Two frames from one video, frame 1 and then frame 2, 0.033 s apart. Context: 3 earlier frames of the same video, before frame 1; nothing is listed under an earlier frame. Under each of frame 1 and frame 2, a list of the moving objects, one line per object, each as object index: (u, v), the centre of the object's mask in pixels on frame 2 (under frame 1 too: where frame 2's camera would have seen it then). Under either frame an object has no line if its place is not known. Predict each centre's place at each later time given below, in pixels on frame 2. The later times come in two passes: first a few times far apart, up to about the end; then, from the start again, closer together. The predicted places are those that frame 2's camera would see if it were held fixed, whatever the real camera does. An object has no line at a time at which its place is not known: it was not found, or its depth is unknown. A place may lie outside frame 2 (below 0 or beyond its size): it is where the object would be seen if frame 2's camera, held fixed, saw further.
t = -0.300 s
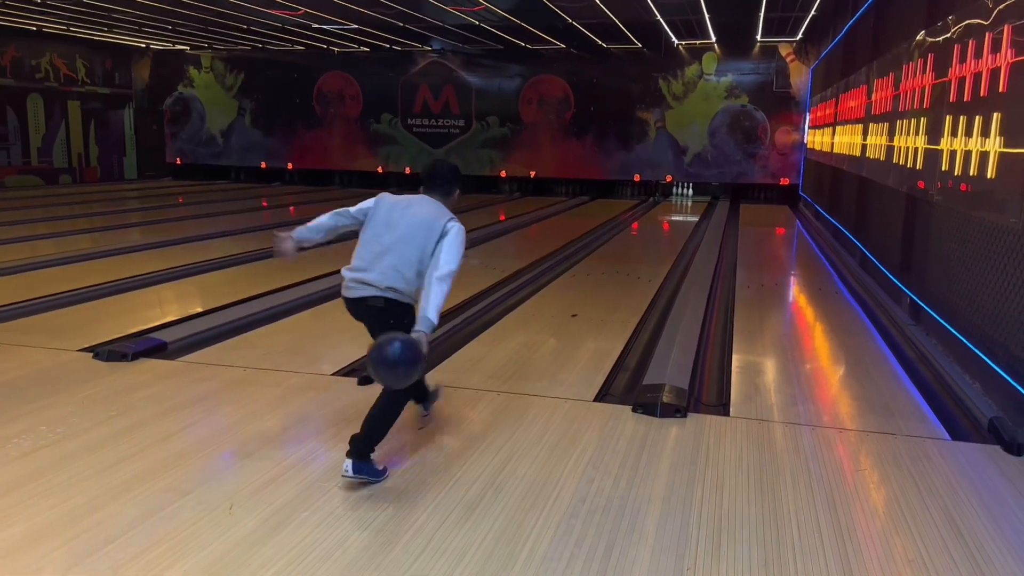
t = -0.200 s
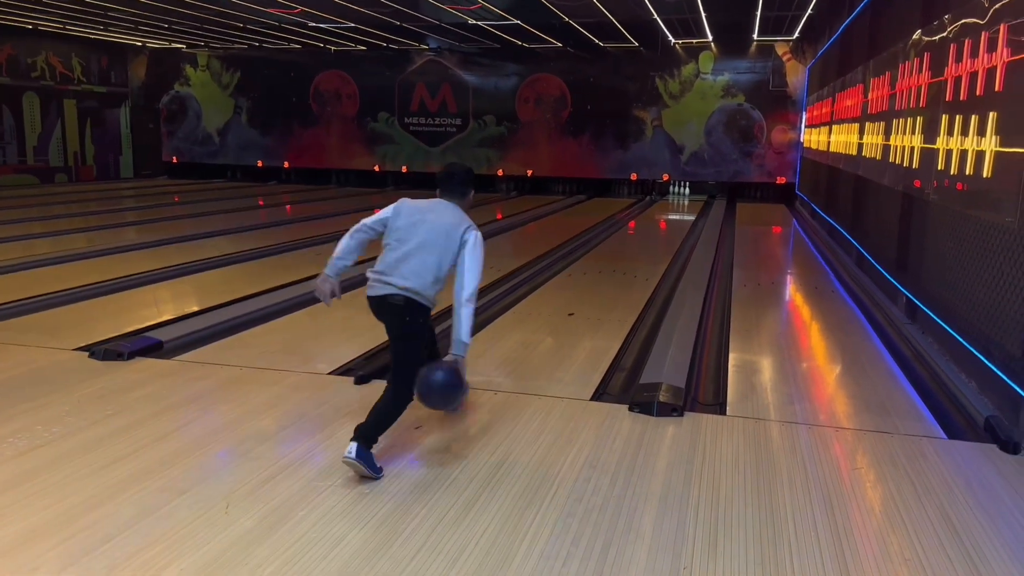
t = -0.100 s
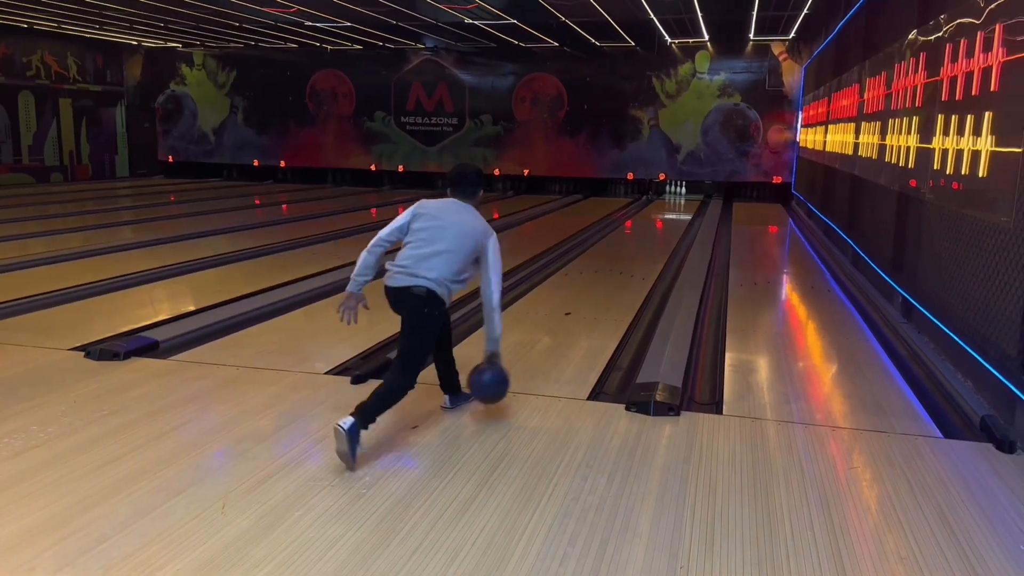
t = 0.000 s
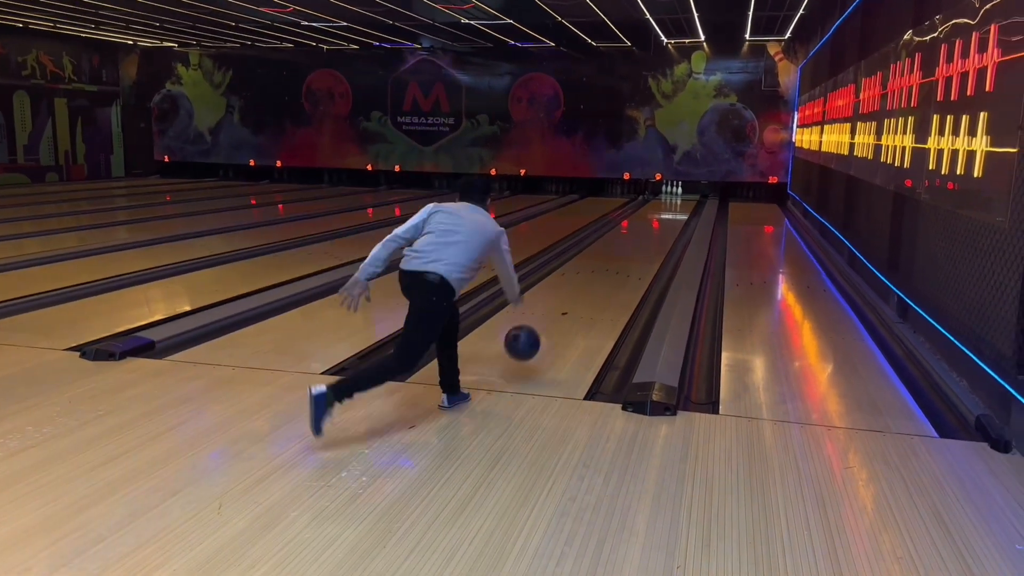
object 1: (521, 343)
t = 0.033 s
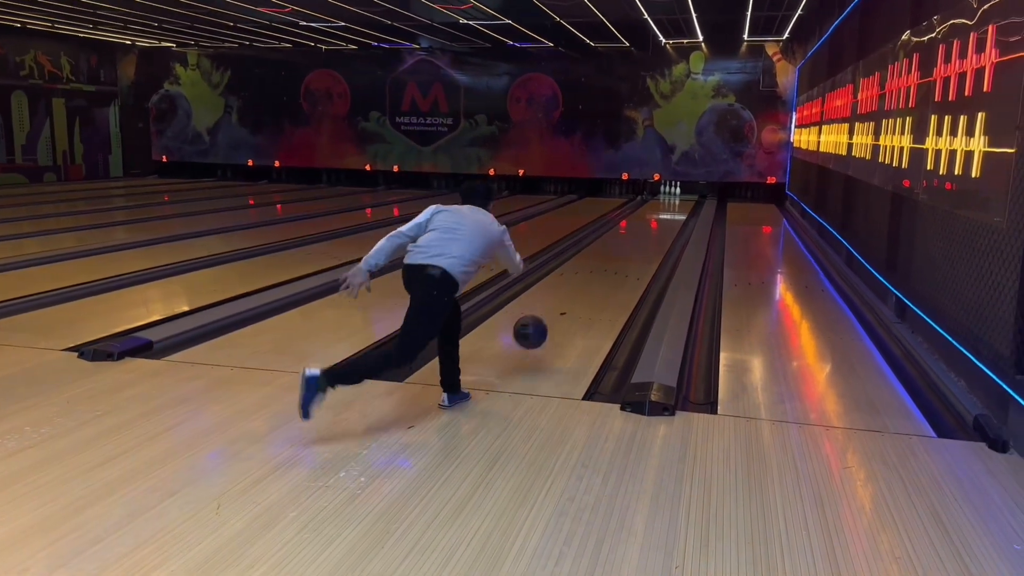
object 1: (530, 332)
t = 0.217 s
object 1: (568, 308)
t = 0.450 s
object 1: (599, 274)
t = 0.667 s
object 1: (617, 254)
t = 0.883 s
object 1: (630, 240)
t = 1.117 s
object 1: (640, 227)
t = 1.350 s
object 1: (647, 219)
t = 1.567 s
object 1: (653, 211)
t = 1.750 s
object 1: (658, 206)
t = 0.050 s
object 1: (534, 328)
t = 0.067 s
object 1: (538, 324)
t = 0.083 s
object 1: (542, 321)
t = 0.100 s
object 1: (546, 318)
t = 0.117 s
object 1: (550, 316)
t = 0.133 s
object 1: (553, 314)
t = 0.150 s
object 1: (556, 313)
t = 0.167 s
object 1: (559, 312)
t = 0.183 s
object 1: (562, 311)
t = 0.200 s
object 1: (565, 311)
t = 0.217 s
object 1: (568, 308)
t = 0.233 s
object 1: (571, 305)
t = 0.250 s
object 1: (573, 302)
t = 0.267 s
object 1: (576, 299)
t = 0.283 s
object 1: (578, 296)
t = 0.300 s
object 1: (581, 295)
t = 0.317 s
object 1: (583, 292)
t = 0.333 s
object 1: (585, 290)
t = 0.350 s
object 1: (587, 288)
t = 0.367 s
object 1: (589, 285)
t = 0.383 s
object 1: (591, 283)
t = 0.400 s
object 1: (594, 281)
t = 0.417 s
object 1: (595, 279)
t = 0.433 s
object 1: (597, 277)
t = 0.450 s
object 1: (599, 274)
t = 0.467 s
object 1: (600, 273)
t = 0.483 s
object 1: (602, 271)
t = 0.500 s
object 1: (603, 269)
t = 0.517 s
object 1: (605, 268)
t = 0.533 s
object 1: (606, 266)
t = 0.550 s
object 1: (608, 264)
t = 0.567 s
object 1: (609, 263)
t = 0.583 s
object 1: (611, 261)
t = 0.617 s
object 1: (613, 258)
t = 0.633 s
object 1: (614, 257)
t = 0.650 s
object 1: (616, 255)
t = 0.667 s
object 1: (617, 254)
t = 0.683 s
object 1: (618, 253)
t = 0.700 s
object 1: (619, 251)
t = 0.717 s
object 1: (620, 250)
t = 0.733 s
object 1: (621, 249)
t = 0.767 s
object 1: (623, 247)
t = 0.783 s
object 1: (624, 246)
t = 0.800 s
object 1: (625, 244)
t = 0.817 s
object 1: (626, 244)
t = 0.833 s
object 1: (627, 243)
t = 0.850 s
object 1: (628, 242)
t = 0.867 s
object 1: (629, 241)
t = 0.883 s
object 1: (630, 240)
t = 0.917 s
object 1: (631, 238)
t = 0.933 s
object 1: (632, 237)
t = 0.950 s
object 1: (633, 236)
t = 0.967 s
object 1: (634, 235)
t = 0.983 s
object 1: (634, 234)
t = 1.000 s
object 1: (635, 233)
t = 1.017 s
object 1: (636, 232)
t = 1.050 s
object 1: (637, 231)
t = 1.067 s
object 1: (638, 230)
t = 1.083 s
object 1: (639, 229)
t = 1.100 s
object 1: (639, 228)
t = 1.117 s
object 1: (640, 227)
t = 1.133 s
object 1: (641, 227)
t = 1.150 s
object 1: (641, 226)
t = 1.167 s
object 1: (642, 225)
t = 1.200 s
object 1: (642, 225)
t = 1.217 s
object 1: (644, 223)
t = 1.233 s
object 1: (644, 223)
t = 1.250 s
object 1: (644, 222)
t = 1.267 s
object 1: (645, 221)
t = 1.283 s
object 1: (646, 220)
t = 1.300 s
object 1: (646, 220)
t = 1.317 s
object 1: (647, 219)
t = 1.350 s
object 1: (647, 219)
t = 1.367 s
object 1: (649, 218)
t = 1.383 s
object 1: (649, 217)
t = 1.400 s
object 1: (649, 216)
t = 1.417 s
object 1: (650, 216)
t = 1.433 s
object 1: (650, 216)
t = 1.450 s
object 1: (651, 215)
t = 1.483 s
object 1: (651, 214)
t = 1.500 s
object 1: (651, 214)
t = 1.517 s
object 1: (652, 213)
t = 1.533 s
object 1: (653, 212)
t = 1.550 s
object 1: (653, 212)
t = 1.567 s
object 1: (653, 211)
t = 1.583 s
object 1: (654, 211)
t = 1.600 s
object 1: (654, 210)
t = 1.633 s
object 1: (655, 210)
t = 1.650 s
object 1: (655, 209)
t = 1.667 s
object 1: (656, 209)
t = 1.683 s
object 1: (656, 209)
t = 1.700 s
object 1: (656, 208)
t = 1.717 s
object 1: (657, 208)
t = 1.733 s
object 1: (657, 208)
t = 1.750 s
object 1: (658, 206)
